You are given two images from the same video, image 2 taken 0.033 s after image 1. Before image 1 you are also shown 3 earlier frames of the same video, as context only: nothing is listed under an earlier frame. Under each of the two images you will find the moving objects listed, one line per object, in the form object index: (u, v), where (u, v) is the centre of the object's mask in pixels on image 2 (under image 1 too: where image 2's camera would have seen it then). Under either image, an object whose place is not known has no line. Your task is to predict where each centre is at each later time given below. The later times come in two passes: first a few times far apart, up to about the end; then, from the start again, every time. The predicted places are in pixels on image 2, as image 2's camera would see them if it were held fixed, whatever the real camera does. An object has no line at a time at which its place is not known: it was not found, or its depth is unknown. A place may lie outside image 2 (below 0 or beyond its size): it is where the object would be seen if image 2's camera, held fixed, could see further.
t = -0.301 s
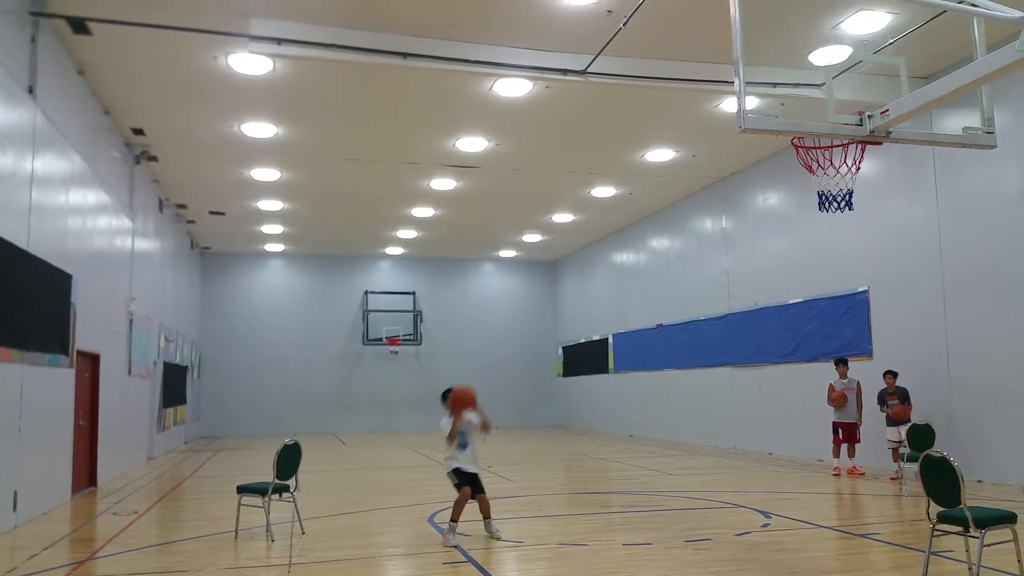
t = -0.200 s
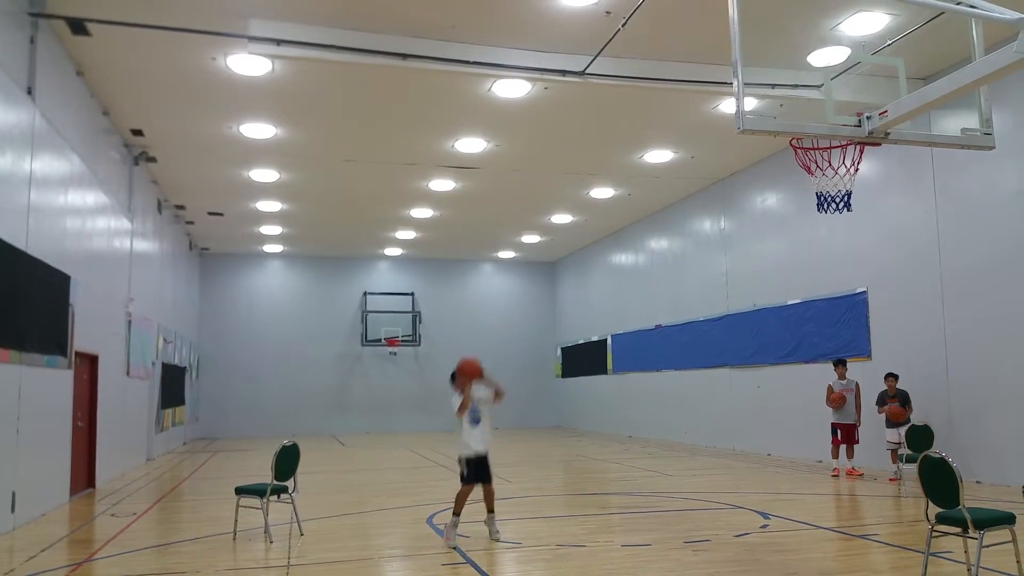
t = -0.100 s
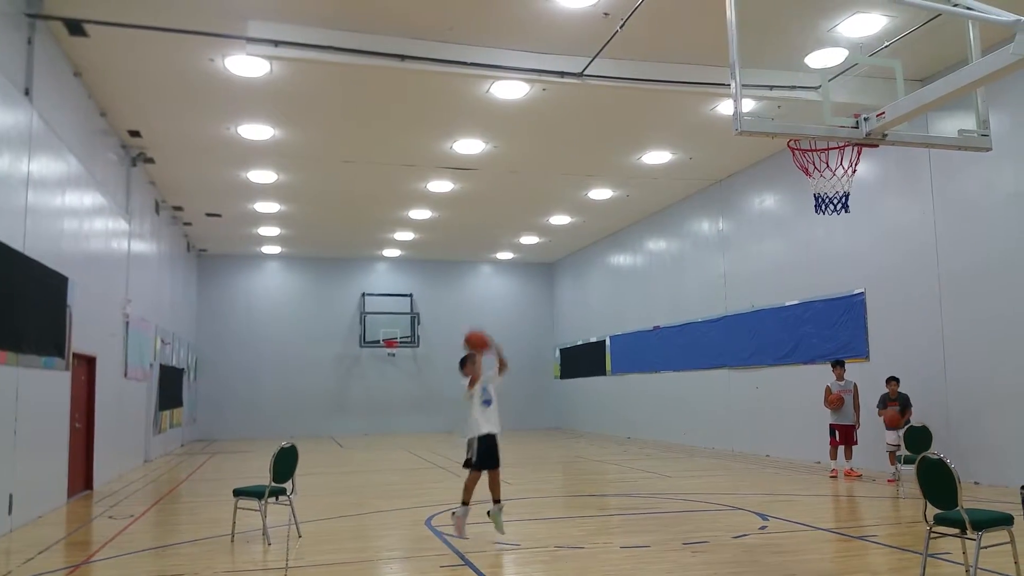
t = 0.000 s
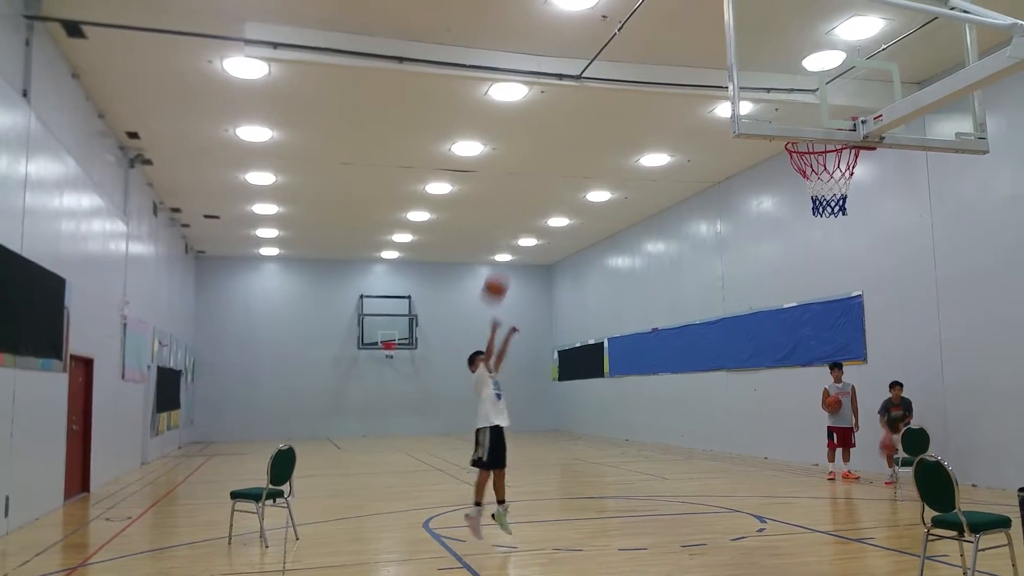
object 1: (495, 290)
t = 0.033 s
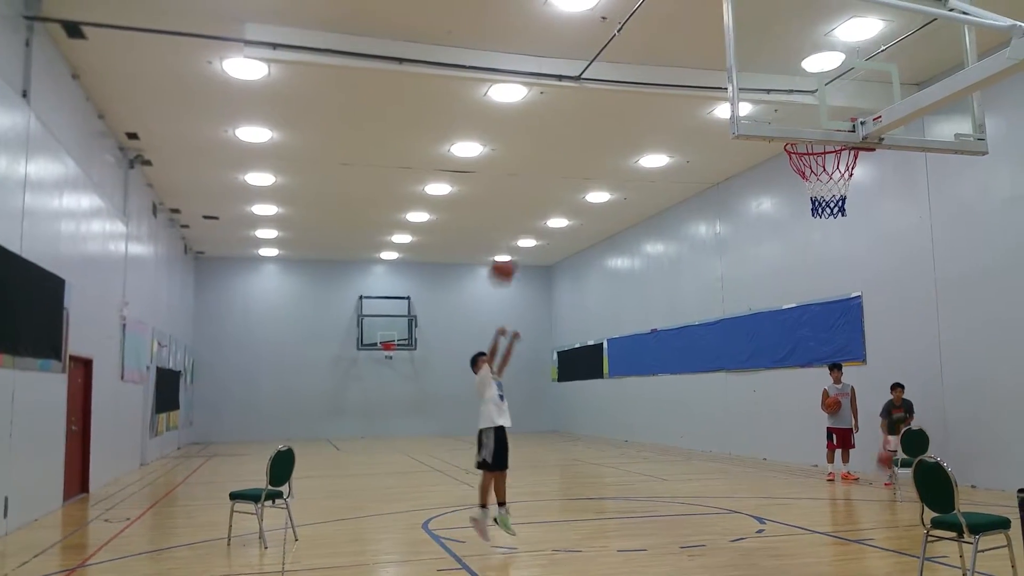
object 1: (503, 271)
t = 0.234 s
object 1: (556, 173)
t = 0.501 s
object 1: (640, 97)
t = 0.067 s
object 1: (511, 251)
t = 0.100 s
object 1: (520, 231)
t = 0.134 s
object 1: (529, 216)
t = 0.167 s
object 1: (537, 201)
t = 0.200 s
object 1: (547, 187)
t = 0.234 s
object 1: (556, 173)
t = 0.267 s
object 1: (565, 160)
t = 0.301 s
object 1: (575, 148)
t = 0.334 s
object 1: (585, 137)
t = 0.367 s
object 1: (596, 126)
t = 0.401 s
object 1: (606, 118)
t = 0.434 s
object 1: (617, 109)
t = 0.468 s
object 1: (629, 102)
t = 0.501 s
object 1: (640, 97)
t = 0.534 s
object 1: (652, 92)
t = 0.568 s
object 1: (664, 89)
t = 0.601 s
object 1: (676, 87)
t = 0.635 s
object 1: (688, 88)
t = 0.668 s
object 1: (700, 88)
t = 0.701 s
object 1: (713, 90)
